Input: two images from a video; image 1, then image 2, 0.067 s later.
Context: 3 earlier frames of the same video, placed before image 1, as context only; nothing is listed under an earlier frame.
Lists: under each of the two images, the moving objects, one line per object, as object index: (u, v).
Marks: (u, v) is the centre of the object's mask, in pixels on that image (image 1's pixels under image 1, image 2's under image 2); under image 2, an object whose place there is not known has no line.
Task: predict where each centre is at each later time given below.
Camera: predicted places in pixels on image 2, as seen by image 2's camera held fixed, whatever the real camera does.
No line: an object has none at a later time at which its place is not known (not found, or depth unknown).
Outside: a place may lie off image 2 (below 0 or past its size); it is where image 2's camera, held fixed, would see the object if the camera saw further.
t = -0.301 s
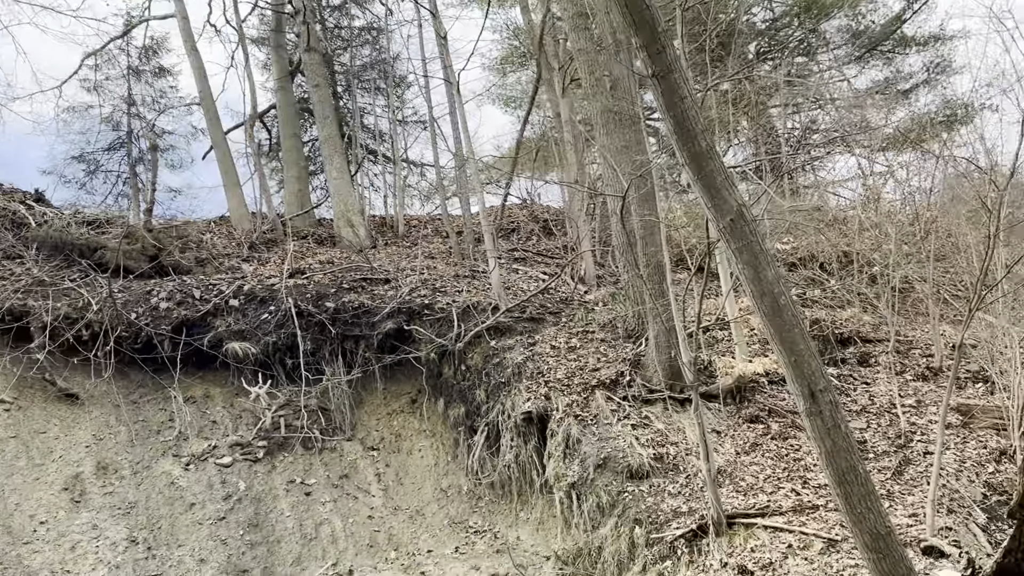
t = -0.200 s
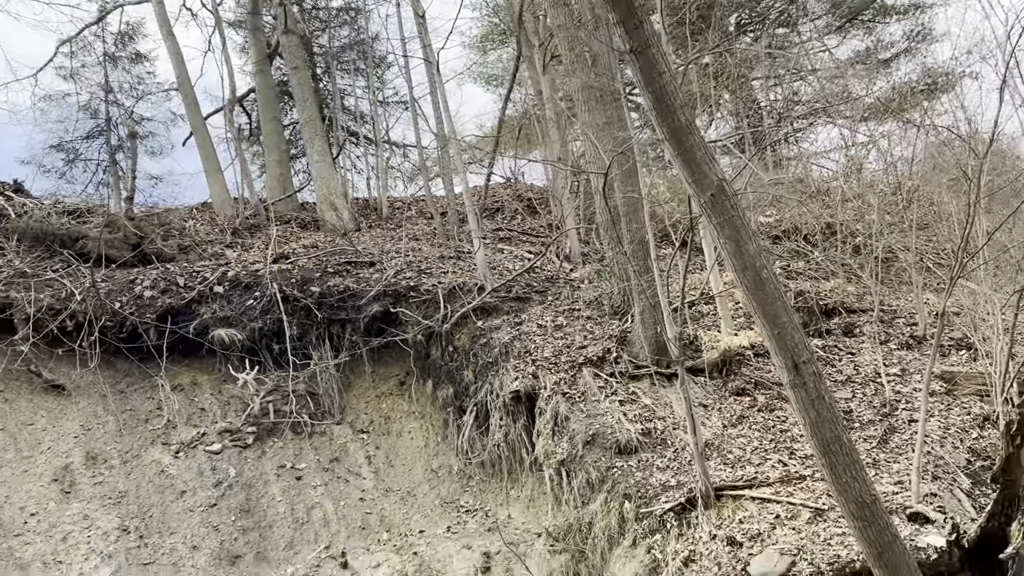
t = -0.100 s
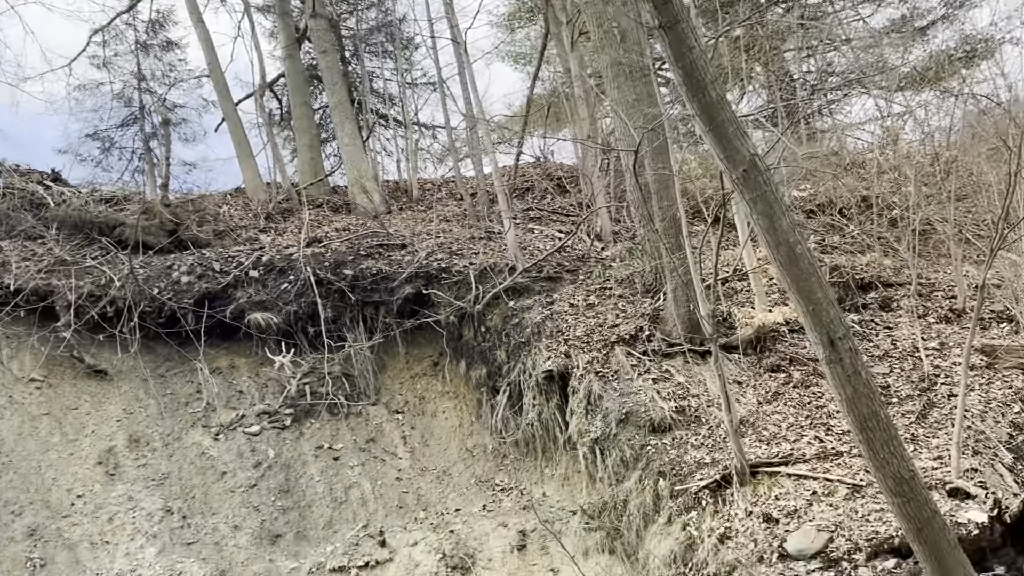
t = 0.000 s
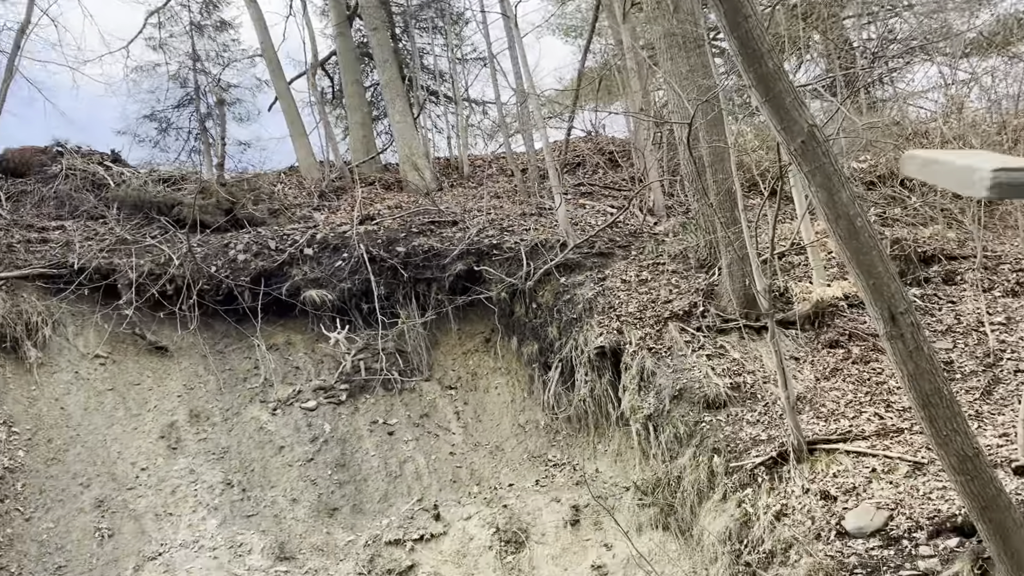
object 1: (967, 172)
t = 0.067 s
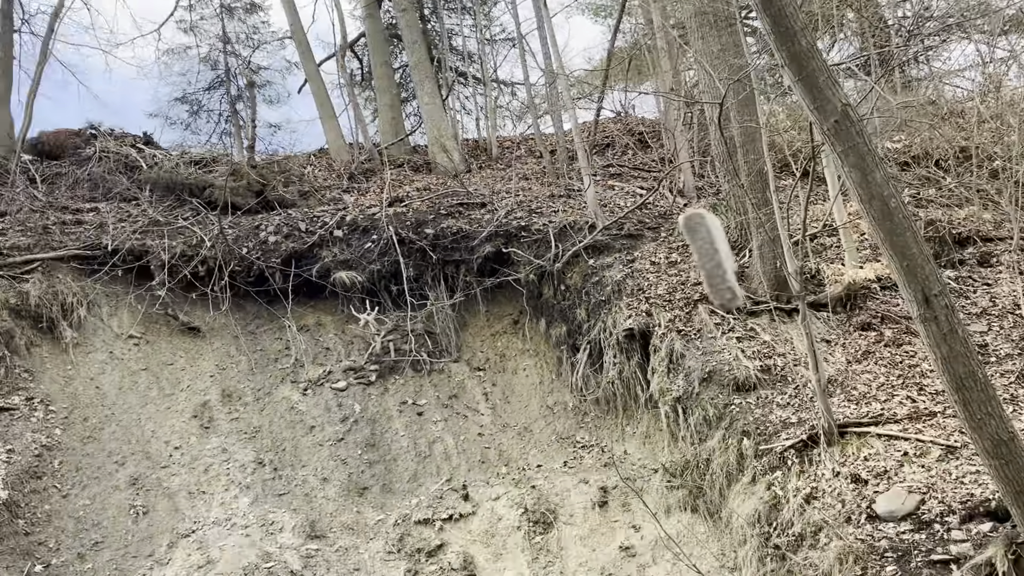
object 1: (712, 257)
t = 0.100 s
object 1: (596, 300)
